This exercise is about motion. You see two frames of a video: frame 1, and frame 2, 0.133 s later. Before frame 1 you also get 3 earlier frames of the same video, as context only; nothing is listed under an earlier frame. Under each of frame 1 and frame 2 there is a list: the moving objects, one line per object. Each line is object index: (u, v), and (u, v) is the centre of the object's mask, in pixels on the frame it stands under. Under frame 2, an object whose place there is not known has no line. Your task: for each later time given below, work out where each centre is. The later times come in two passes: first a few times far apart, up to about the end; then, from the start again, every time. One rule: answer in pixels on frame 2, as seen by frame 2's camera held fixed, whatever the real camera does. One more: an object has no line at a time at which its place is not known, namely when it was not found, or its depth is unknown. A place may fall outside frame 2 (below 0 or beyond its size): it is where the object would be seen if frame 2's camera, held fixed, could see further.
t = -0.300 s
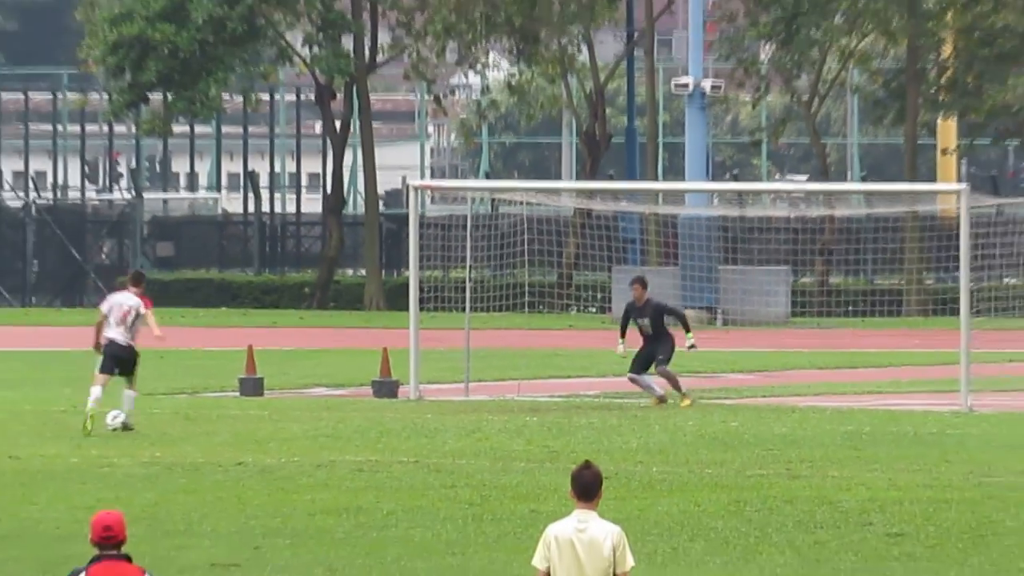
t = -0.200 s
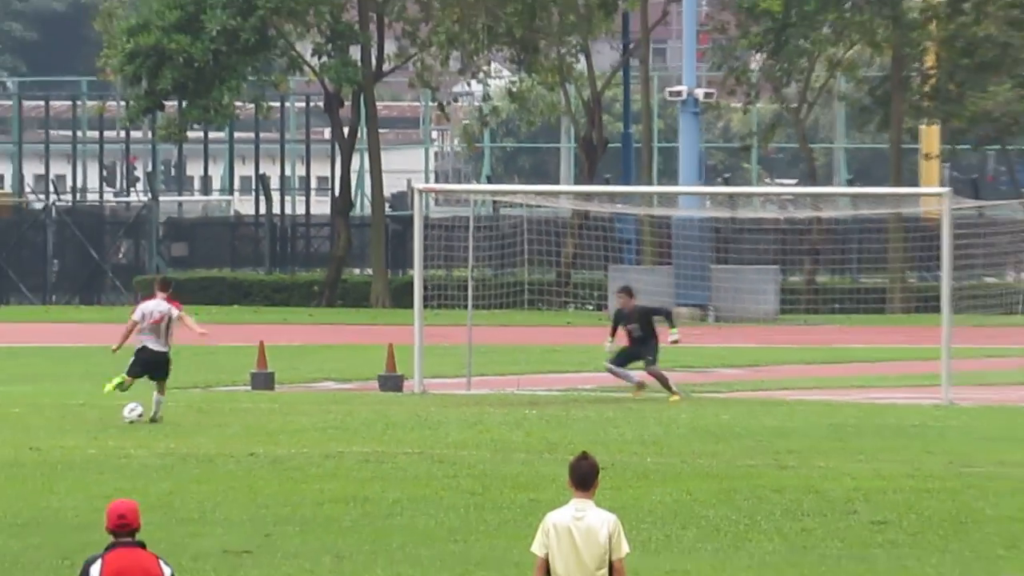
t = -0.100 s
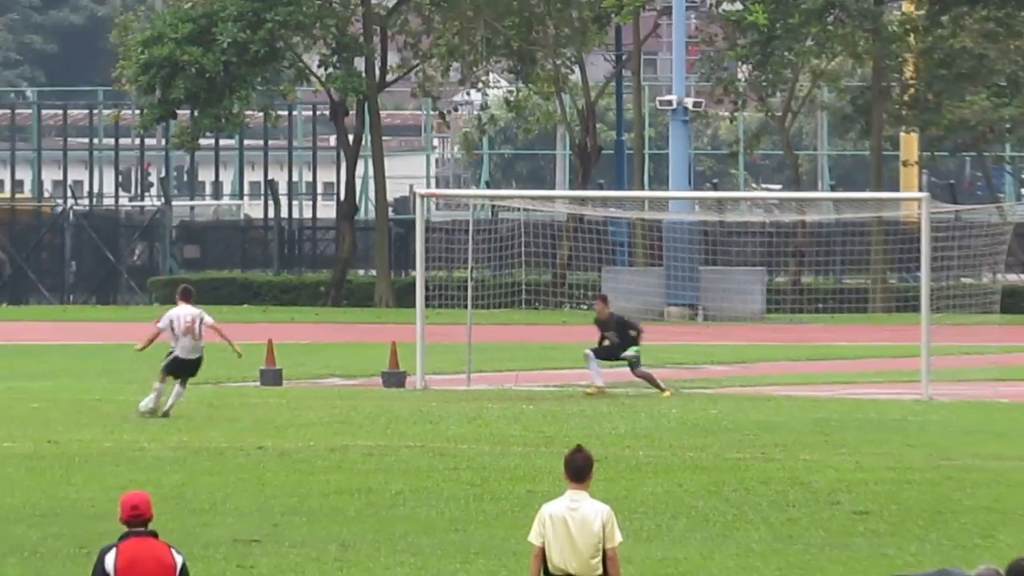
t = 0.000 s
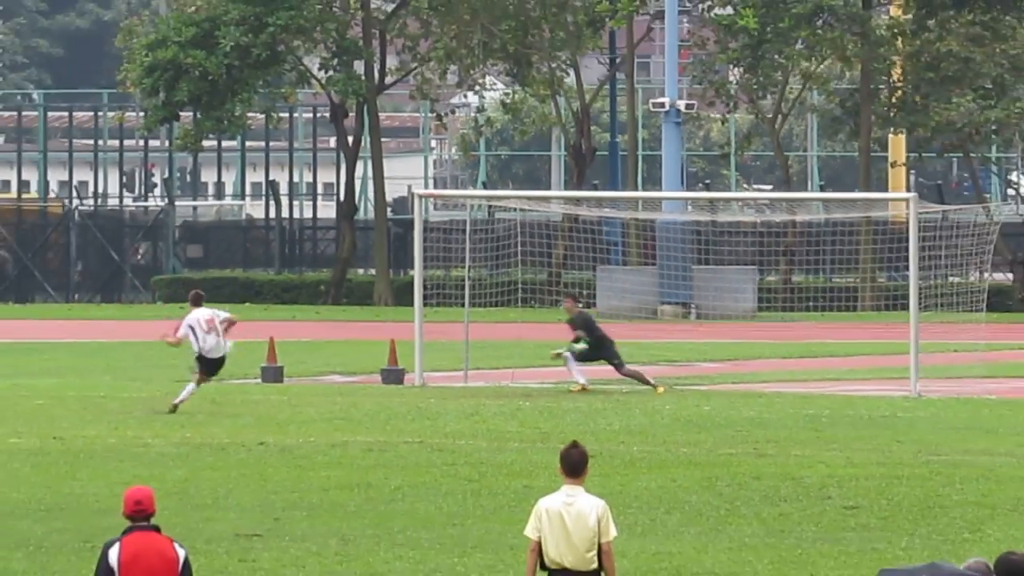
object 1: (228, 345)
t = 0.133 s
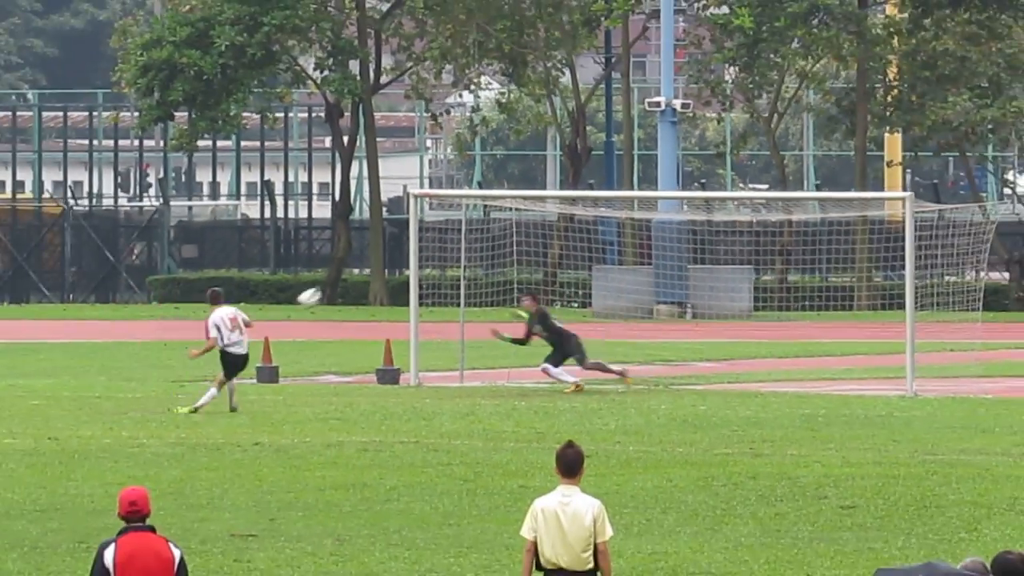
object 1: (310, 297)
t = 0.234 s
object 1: (377, 272)
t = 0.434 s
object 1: (516, 247)
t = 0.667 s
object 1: (561, 277)
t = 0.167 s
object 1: (332, 289)
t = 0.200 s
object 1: (354, 280)
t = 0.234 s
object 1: (377, 272)
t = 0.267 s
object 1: (401, 266)
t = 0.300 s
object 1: (426, 262)
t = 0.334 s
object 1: (449, 257)
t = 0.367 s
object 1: (471, 253)
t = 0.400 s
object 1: (494, 250)
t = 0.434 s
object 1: (516, 247)
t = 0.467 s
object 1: (539, 246)
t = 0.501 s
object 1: (562, 247)
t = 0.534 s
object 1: (583, 247)
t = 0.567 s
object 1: (590, 249)
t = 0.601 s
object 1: (582, 256)
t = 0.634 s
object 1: (572, 265)
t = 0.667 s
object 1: (561, 277)
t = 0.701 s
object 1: (552, 288)
